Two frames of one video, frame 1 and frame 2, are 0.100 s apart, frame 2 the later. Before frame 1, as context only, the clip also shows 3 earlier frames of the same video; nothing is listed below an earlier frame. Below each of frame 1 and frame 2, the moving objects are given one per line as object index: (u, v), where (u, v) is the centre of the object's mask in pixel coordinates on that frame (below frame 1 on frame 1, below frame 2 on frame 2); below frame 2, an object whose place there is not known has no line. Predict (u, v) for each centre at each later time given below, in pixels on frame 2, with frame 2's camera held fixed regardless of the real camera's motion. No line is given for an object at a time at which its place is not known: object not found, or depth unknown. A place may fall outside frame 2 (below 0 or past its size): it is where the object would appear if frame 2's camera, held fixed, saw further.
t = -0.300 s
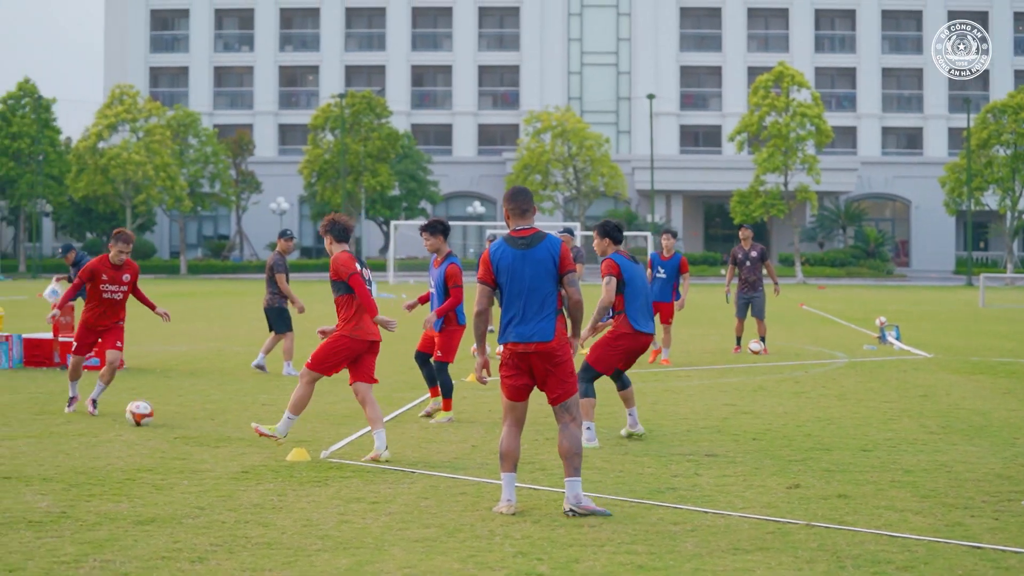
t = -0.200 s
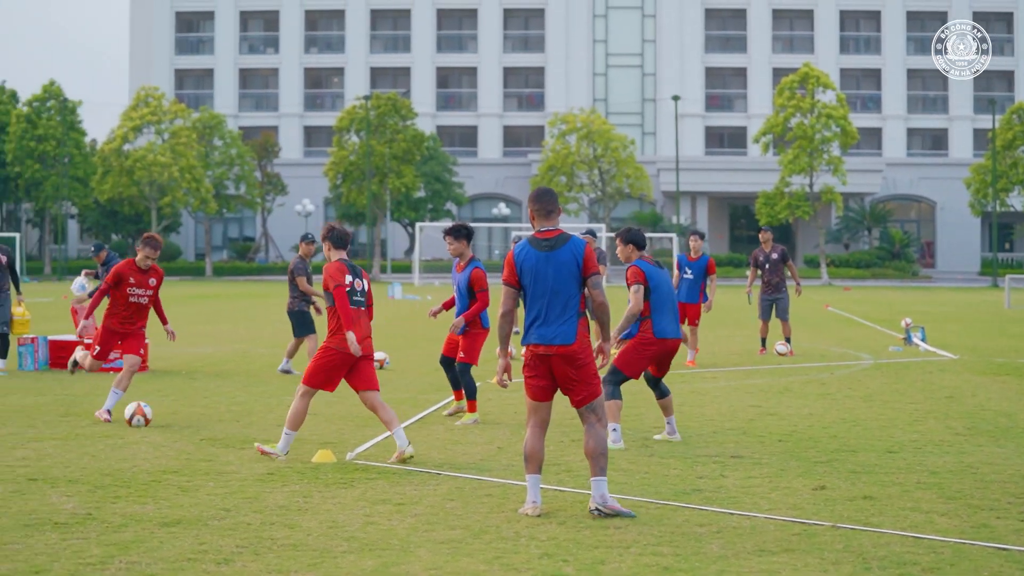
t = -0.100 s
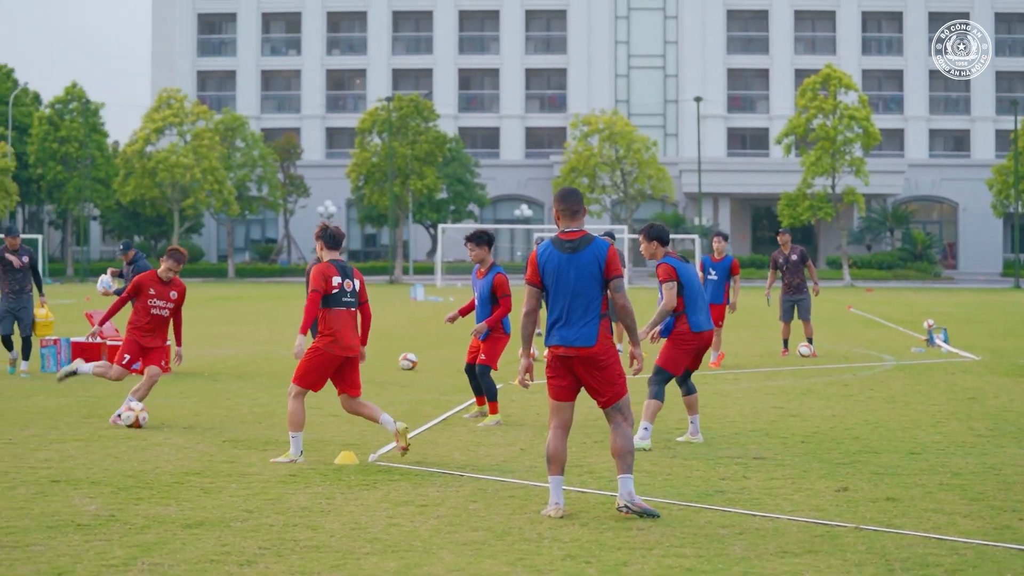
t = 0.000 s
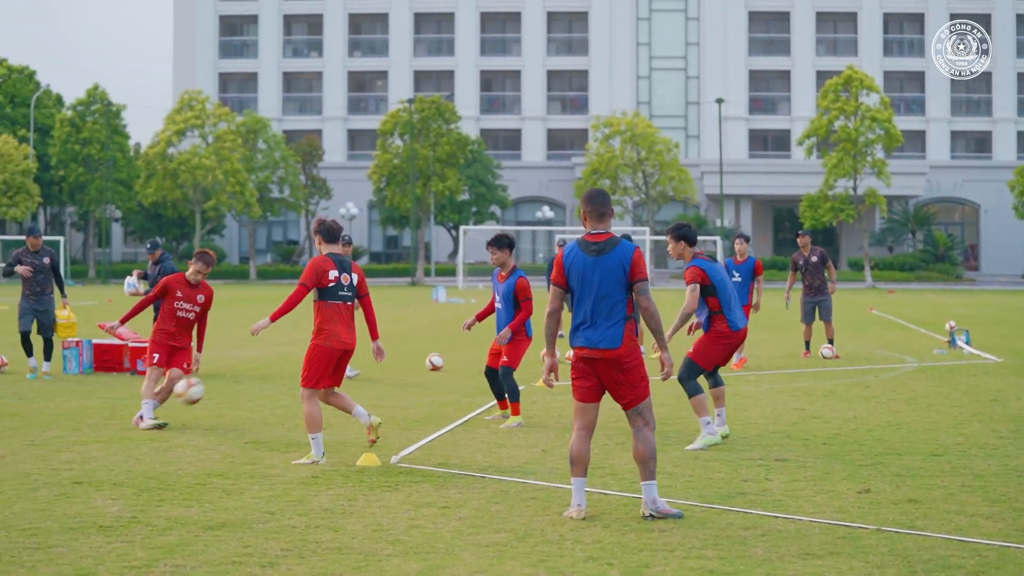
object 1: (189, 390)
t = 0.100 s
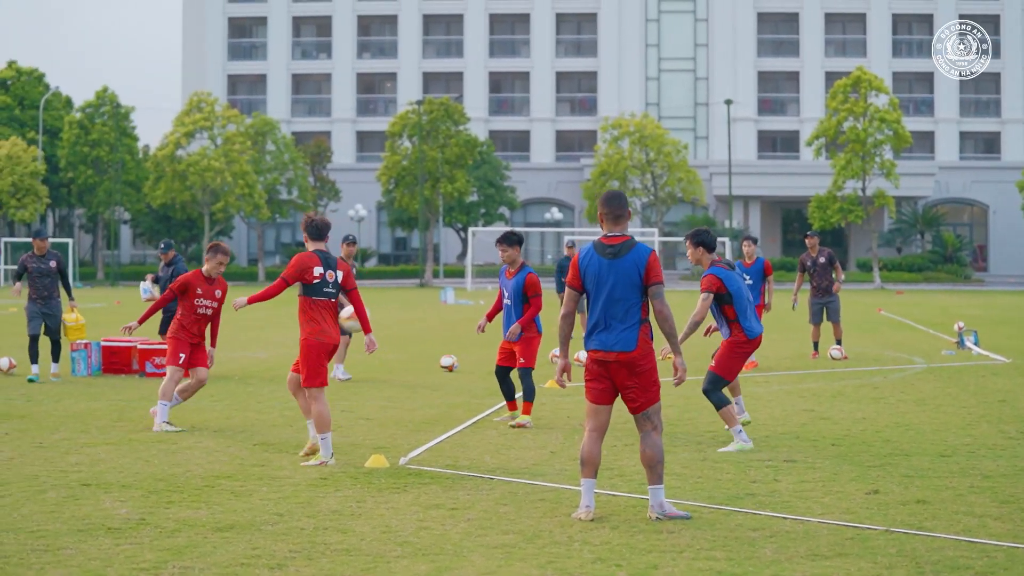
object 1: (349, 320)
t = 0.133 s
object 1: (407, 295)
